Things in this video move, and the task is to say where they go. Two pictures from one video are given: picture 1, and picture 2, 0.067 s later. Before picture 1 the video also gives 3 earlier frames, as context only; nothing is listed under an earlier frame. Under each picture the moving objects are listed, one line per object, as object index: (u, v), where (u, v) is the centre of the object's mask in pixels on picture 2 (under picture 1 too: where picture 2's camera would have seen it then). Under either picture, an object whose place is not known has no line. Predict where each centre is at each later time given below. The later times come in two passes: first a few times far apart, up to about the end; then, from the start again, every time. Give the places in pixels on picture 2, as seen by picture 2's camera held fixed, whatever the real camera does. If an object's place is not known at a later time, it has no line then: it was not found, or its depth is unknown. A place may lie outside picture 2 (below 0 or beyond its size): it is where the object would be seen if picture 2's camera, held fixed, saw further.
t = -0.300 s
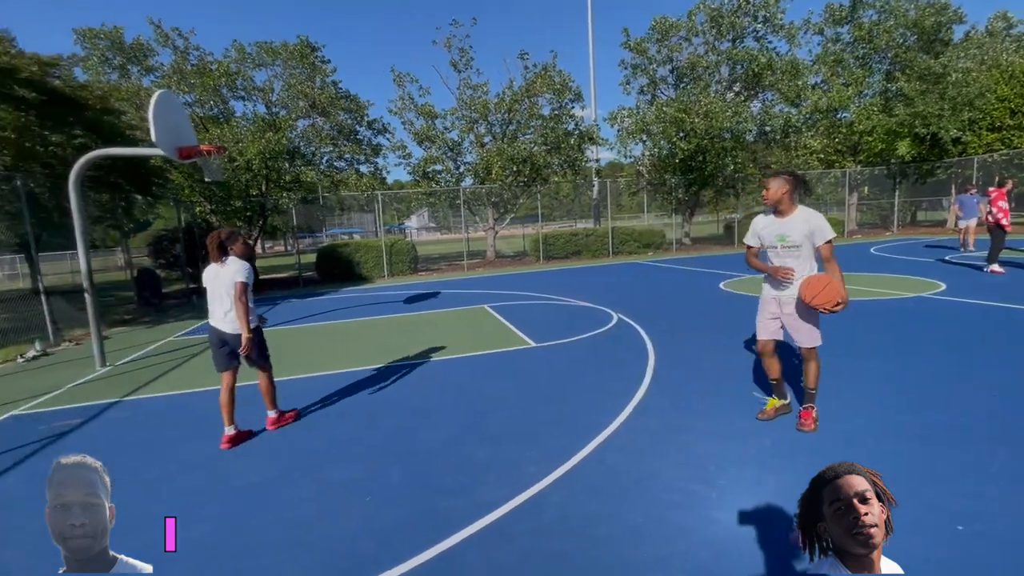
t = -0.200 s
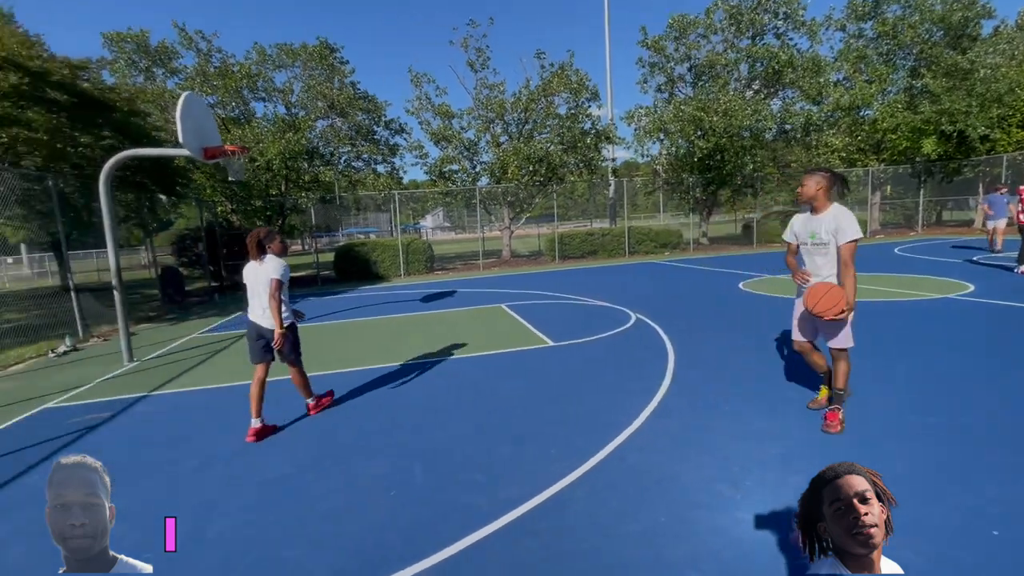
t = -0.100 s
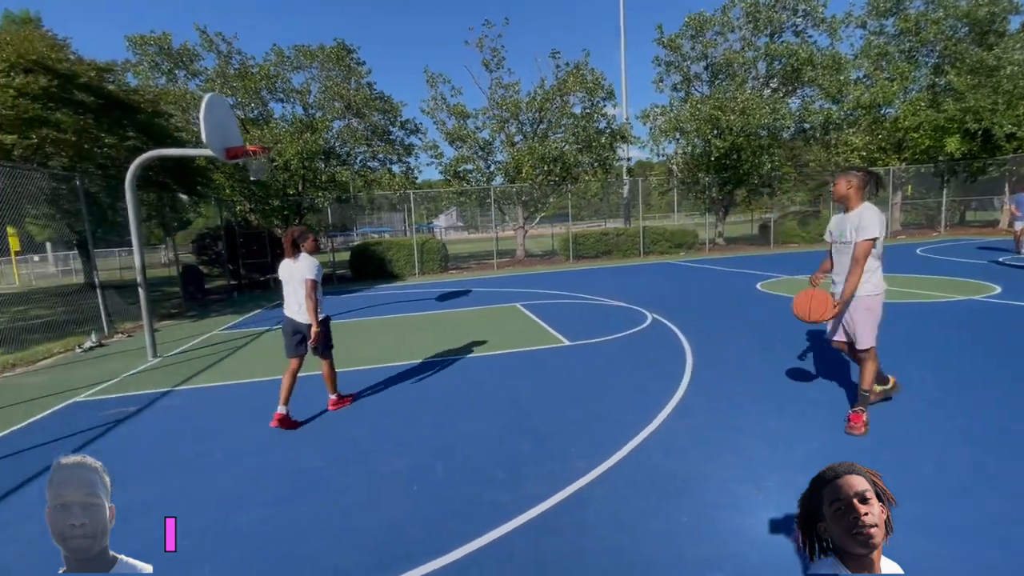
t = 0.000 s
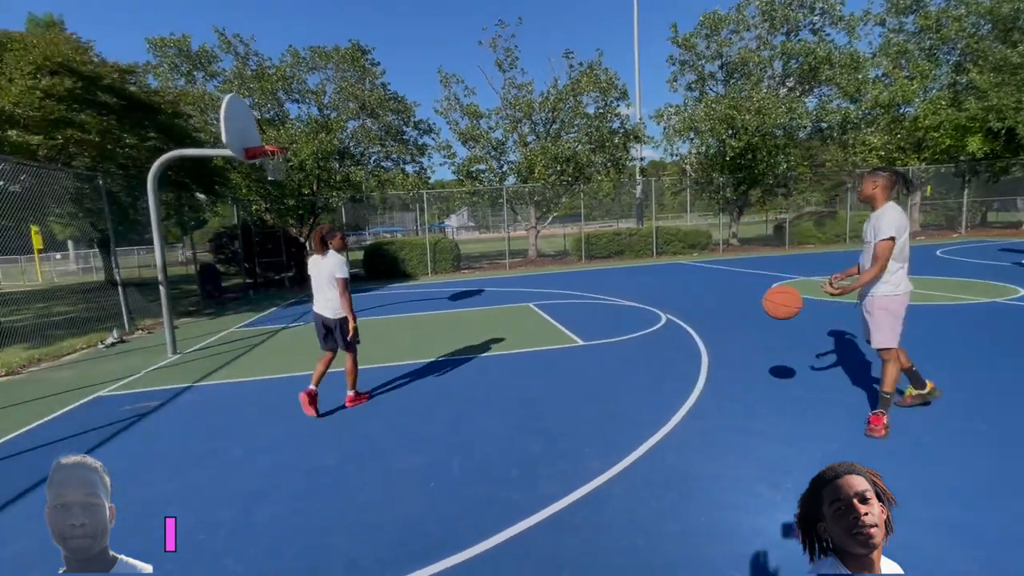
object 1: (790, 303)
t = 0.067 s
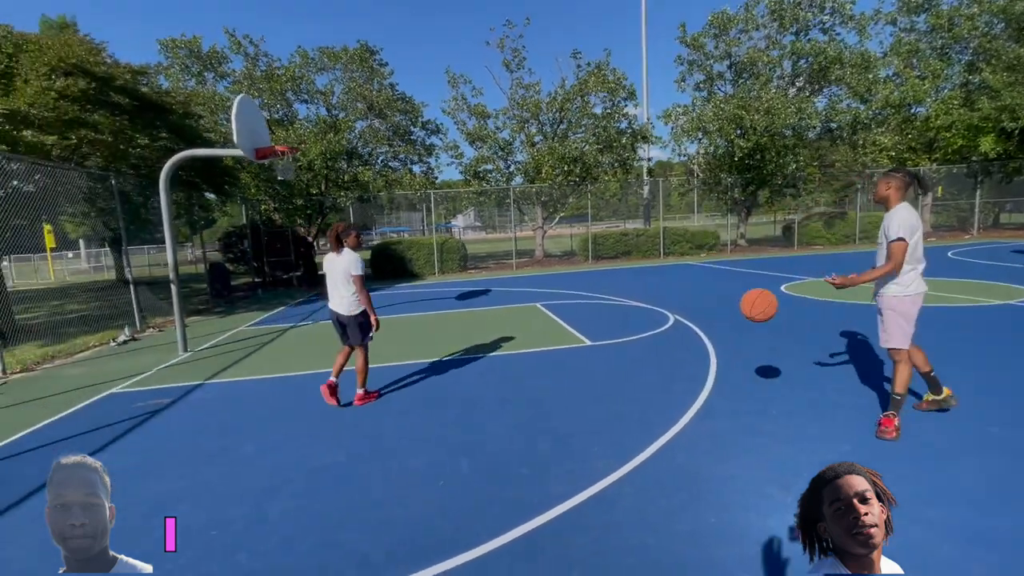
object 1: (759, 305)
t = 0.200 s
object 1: (701, 325)
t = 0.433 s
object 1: (618, 395)
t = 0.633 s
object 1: (562, 347)
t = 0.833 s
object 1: (511, 345)
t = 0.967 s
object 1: (480, 366)
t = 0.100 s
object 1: (744, 308)
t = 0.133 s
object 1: (729, 312)
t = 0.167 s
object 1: (715, 318)
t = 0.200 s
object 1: (701, 325)
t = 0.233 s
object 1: (688, 334)
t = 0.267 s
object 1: (675, 343)
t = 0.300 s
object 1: (663, 353)
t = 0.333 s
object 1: (651, 364)
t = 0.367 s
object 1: (639, 376)
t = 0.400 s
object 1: (628, 389)
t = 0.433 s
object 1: (618, 395)
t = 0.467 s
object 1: (608, 383)
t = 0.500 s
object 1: (599, 374)
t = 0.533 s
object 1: (589, 365)
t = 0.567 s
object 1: (580, 358)
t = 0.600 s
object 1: (571, 352)
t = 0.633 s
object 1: (562, 347)
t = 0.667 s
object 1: (553, 344)
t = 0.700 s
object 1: (544, 342)
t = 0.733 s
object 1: (535, 341)
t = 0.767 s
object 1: (527, 341)
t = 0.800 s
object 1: (519, 343)
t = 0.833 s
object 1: (511, 345)
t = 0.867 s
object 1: (502, 348)
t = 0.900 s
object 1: (495, 353)
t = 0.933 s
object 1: (487, 359)
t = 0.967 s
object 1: (480, 366)
